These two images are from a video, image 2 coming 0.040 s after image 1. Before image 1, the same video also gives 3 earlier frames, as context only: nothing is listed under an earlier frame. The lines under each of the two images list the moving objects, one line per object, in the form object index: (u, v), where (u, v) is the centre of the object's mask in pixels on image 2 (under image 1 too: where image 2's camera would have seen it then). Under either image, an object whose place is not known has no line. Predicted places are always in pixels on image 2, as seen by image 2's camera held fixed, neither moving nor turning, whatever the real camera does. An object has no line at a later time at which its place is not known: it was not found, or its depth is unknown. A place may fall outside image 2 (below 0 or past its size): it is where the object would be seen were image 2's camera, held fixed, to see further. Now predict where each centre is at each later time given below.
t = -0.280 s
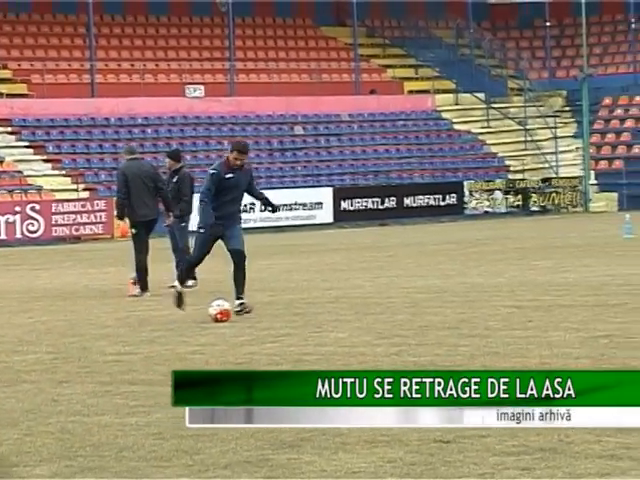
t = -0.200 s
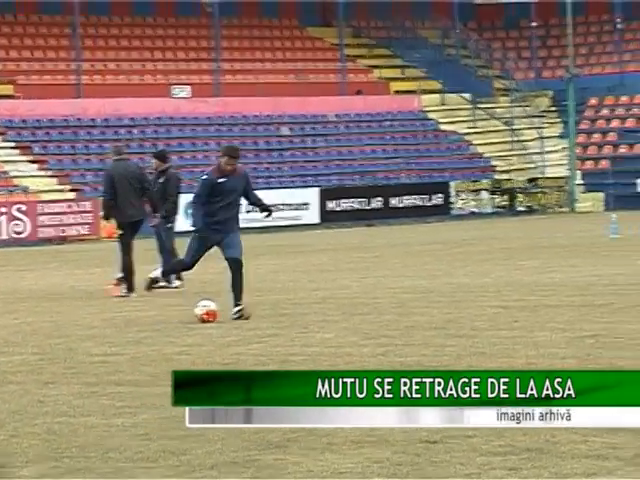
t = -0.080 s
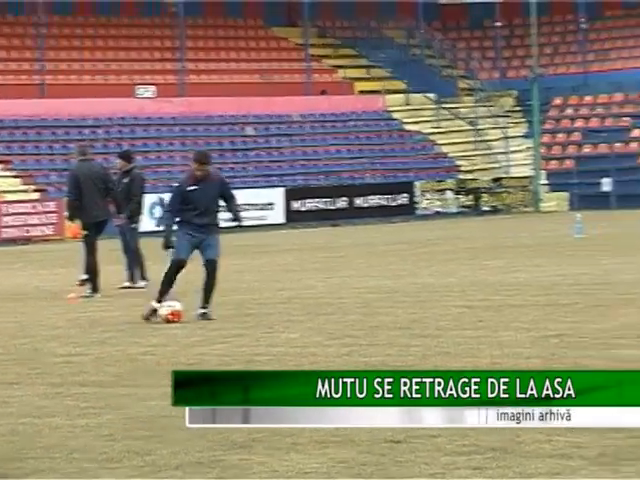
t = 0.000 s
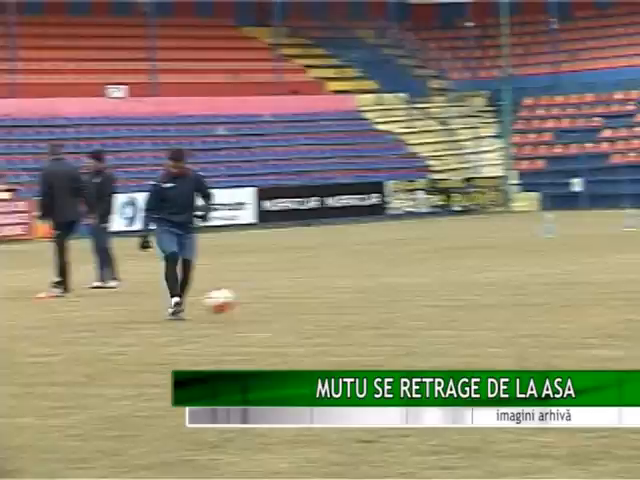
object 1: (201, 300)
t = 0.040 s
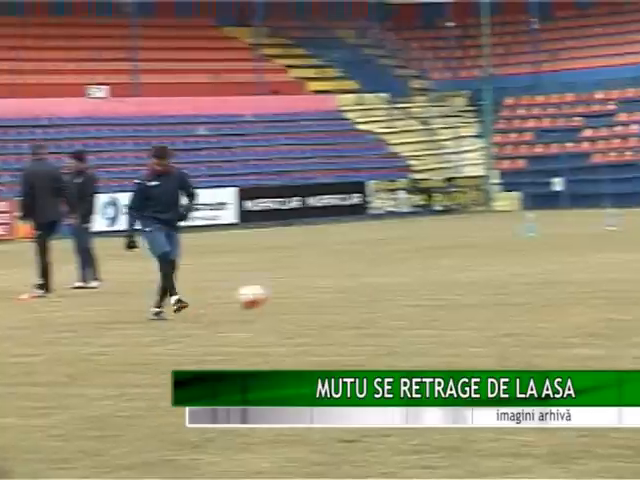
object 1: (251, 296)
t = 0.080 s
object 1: (301, 293)
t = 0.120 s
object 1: (353, 291)
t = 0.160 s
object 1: (406, 294)
